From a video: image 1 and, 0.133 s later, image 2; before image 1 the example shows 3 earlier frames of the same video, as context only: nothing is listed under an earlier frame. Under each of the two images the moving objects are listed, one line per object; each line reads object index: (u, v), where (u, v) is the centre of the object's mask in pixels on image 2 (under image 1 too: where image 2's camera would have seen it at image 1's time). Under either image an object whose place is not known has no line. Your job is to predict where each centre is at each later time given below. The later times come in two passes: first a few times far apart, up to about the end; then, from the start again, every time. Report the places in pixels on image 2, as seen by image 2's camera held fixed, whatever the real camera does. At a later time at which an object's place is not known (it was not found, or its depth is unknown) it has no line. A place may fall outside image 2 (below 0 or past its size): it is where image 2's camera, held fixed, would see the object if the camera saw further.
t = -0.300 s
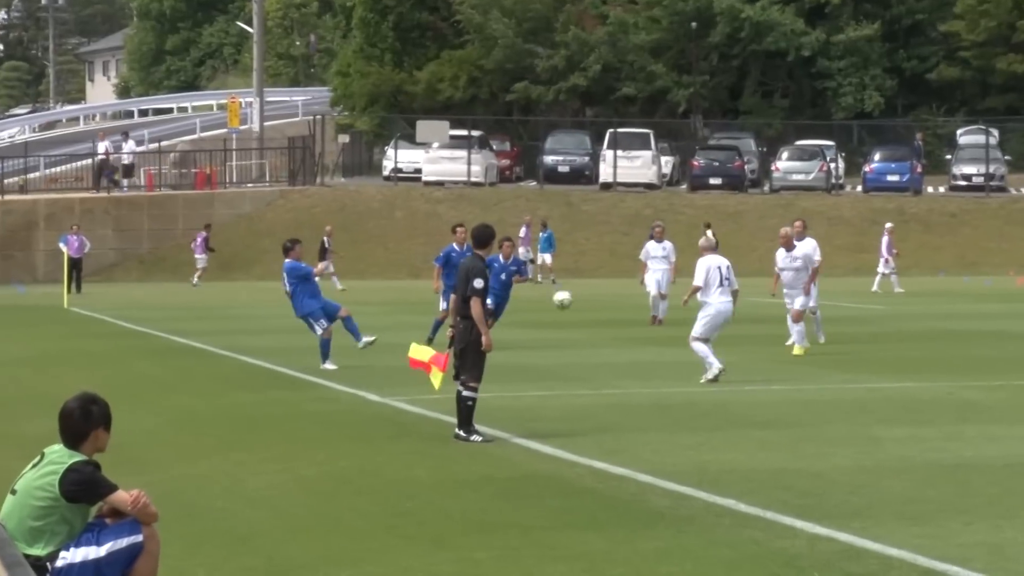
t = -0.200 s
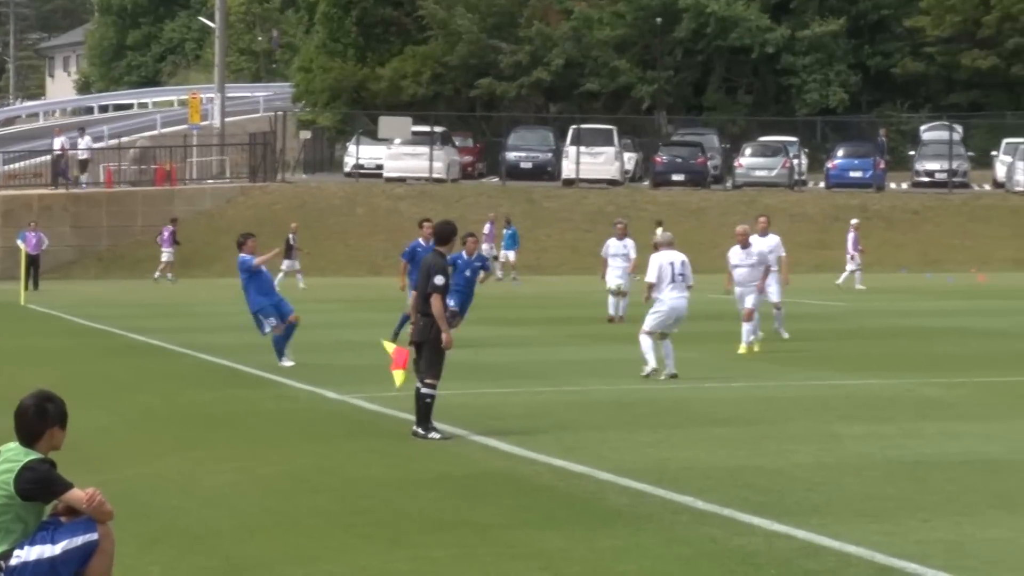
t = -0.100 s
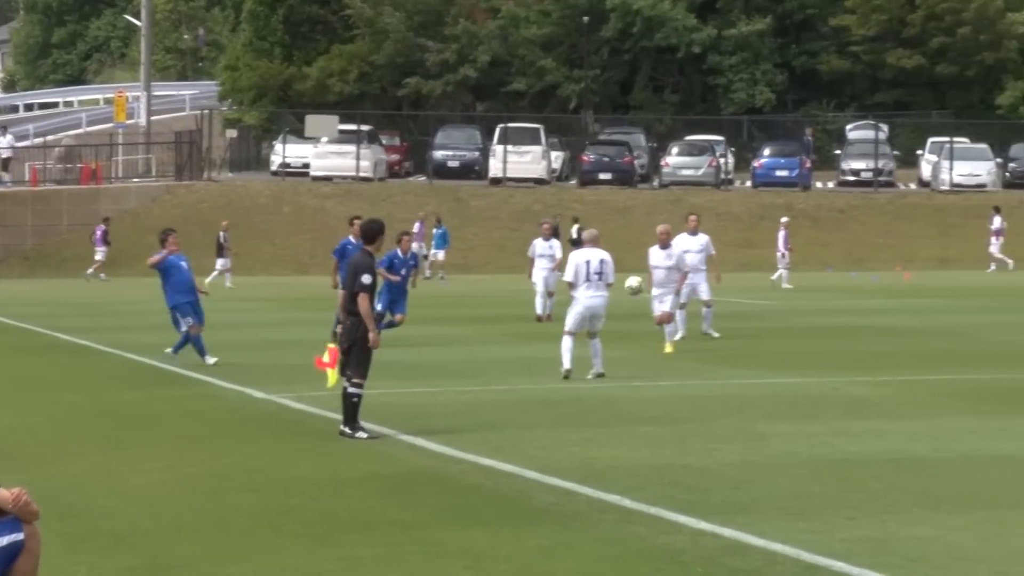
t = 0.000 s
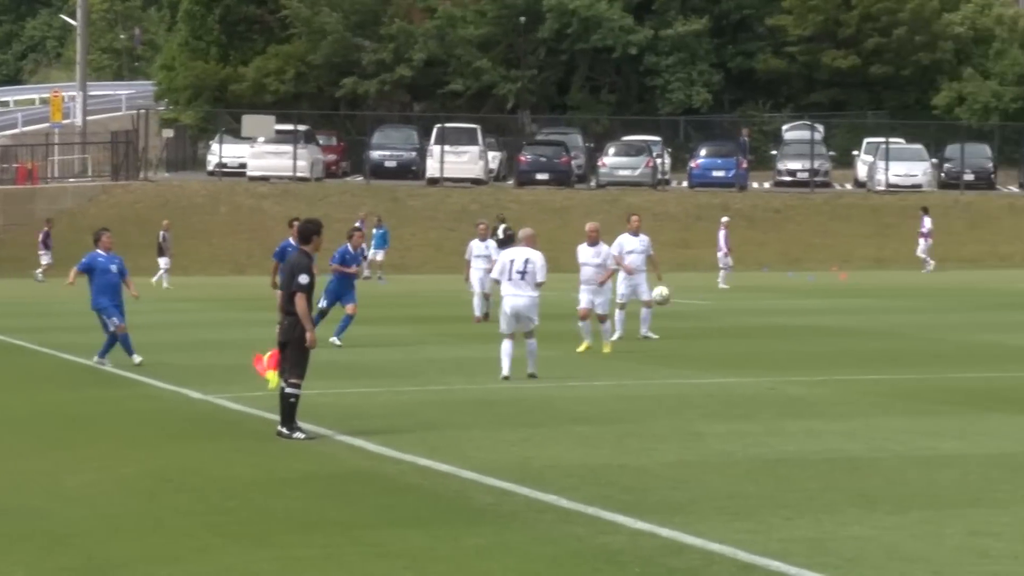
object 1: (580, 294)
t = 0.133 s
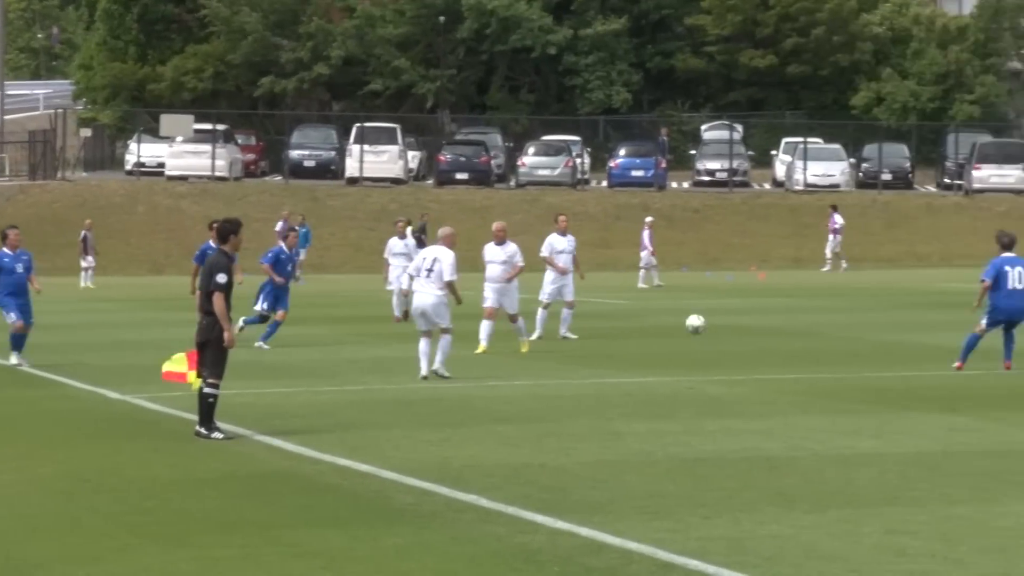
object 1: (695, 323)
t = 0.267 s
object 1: (796, 348)
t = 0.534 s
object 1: (914, 319)
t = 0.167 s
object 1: (724, 333)
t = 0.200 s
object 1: (752, 344)
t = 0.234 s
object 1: (780, 355)
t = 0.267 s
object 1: (796, 348)
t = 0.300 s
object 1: (811, 340)
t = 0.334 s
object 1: (826, 334)
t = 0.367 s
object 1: (842, 328)
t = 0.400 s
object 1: (856, 325)
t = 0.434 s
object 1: (871, 322)
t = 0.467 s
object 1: (885, 319)
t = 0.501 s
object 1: (900, 319)
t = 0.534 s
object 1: (914, 319)
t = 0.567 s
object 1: (928, 322)
